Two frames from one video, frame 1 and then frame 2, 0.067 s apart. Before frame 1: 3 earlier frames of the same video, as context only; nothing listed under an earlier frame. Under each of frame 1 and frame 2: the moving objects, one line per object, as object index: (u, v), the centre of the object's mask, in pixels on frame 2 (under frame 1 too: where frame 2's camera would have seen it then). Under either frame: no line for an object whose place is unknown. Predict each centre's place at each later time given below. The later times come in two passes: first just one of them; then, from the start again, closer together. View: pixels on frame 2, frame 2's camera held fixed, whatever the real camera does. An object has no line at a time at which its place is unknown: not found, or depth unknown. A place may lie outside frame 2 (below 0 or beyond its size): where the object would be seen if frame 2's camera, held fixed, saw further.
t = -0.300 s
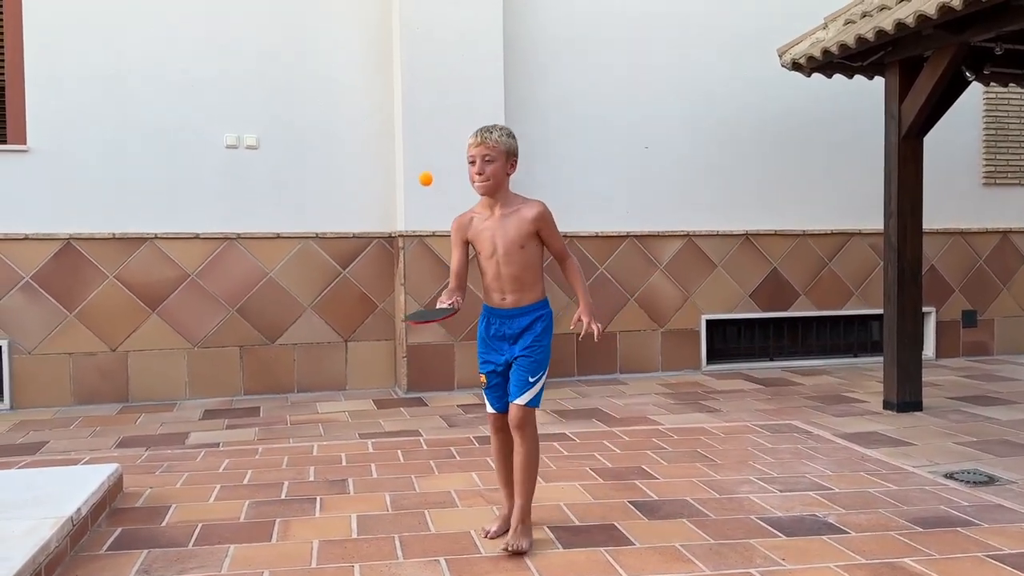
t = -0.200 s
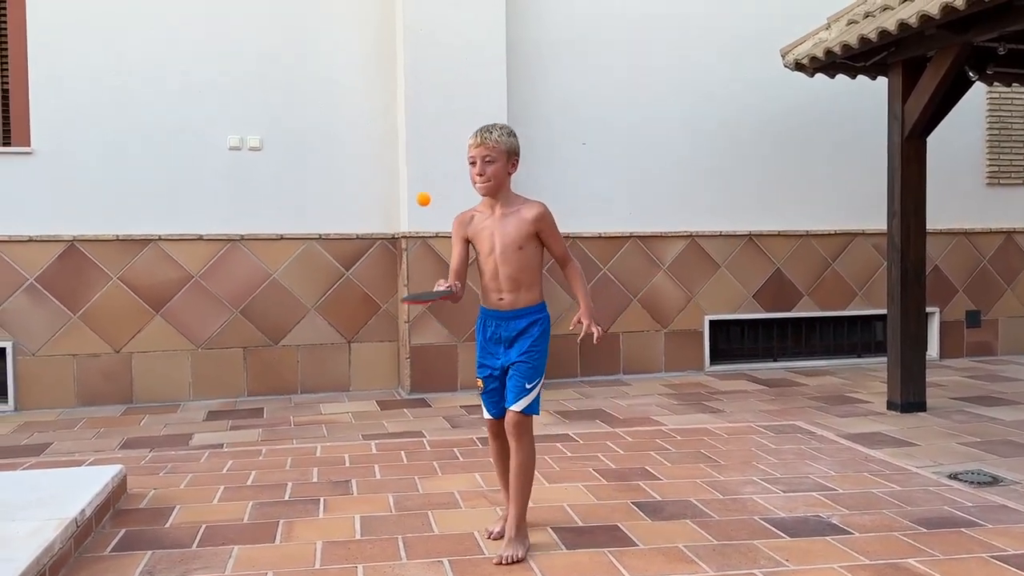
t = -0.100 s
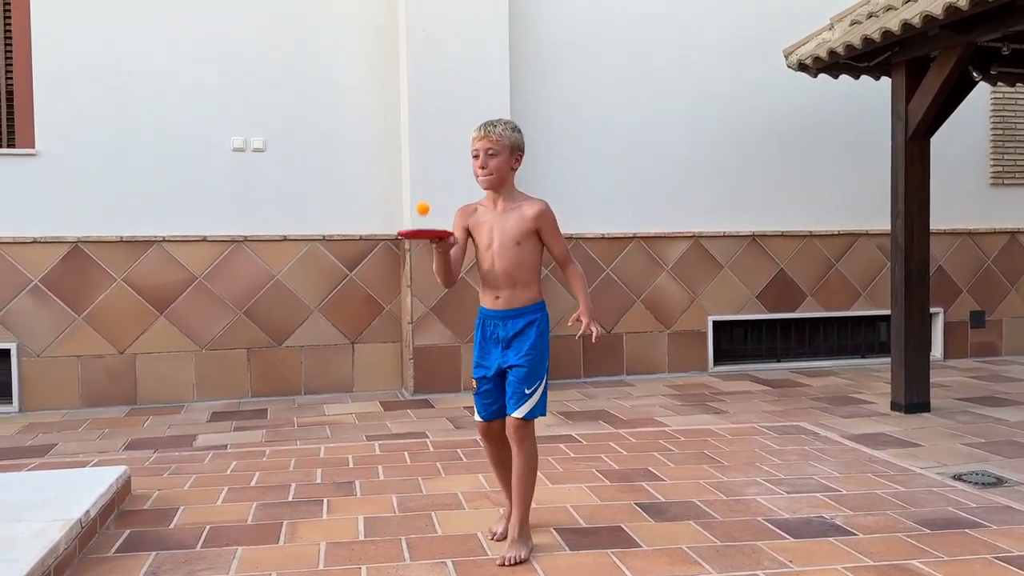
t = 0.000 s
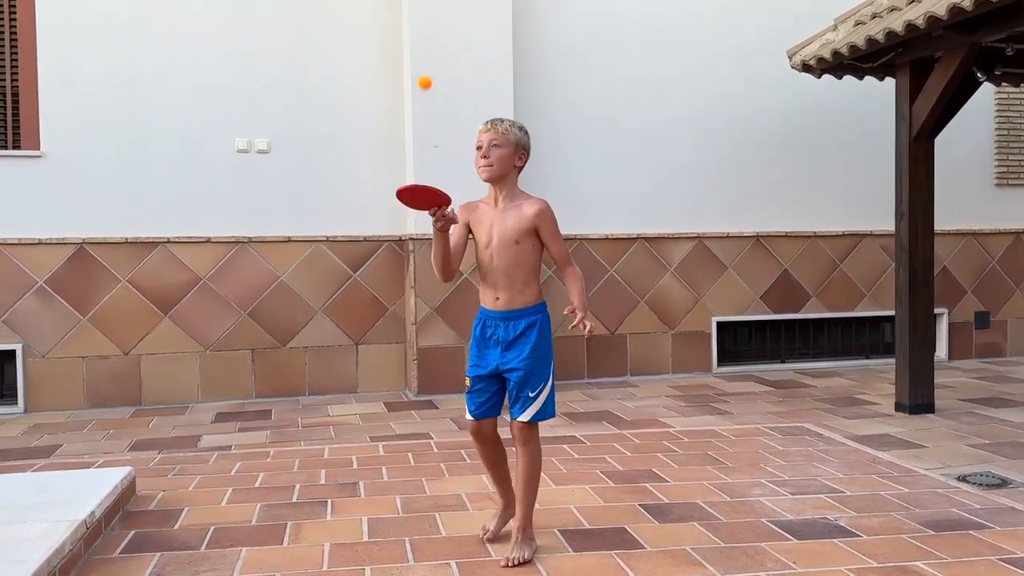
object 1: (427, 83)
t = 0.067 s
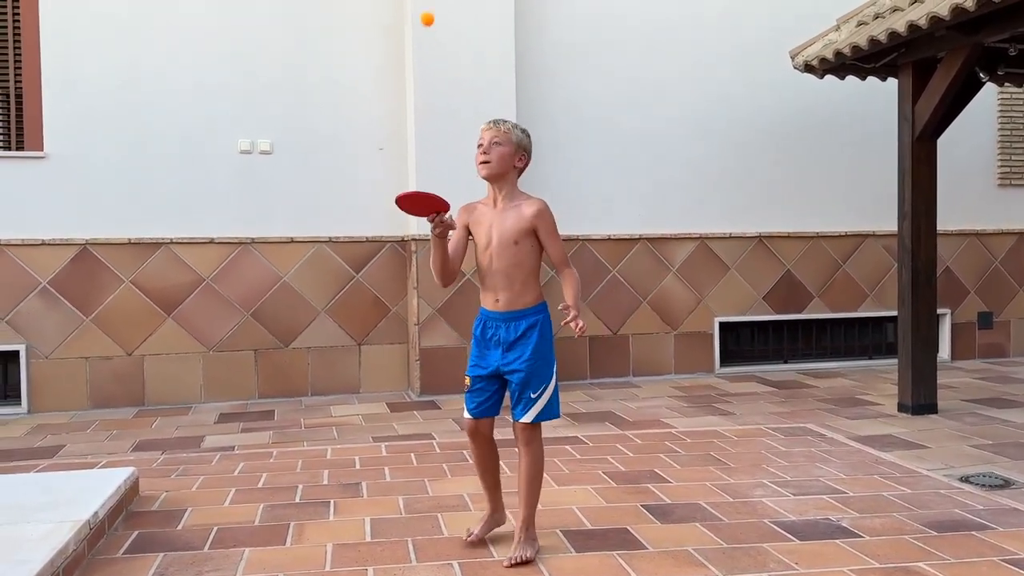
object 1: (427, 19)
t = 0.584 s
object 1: (440, 62)
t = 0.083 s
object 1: (428, 5)
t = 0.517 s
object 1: (436, 5)
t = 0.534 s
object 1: (437, 18)
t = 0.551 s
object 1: (438, 32)
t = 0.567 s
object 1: (439, 46)
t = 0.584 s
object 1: (440, 62)
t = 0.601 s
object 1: (441, 77)
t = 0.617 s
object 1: (441, 95)
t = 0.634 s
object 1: (442, 112)
